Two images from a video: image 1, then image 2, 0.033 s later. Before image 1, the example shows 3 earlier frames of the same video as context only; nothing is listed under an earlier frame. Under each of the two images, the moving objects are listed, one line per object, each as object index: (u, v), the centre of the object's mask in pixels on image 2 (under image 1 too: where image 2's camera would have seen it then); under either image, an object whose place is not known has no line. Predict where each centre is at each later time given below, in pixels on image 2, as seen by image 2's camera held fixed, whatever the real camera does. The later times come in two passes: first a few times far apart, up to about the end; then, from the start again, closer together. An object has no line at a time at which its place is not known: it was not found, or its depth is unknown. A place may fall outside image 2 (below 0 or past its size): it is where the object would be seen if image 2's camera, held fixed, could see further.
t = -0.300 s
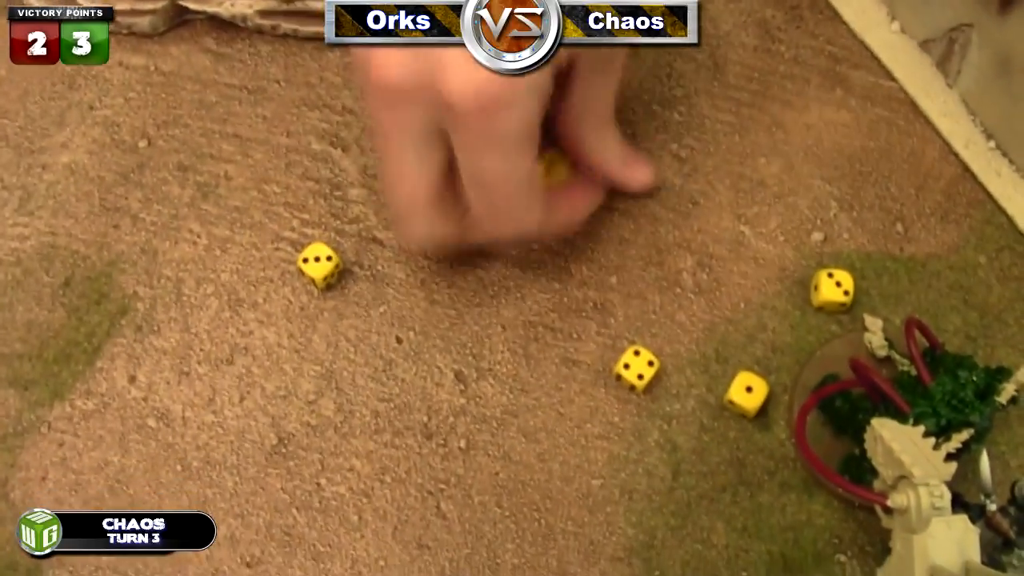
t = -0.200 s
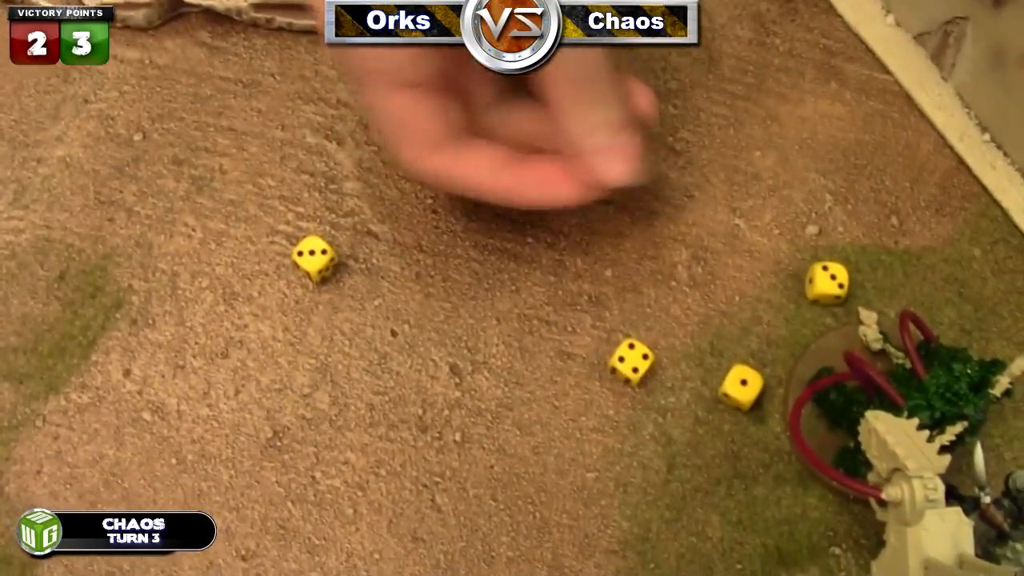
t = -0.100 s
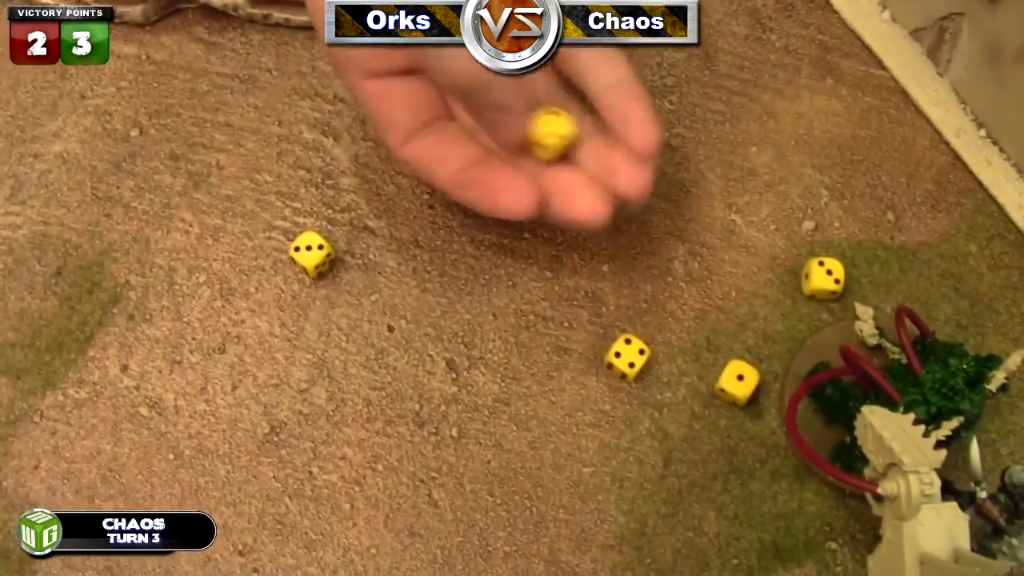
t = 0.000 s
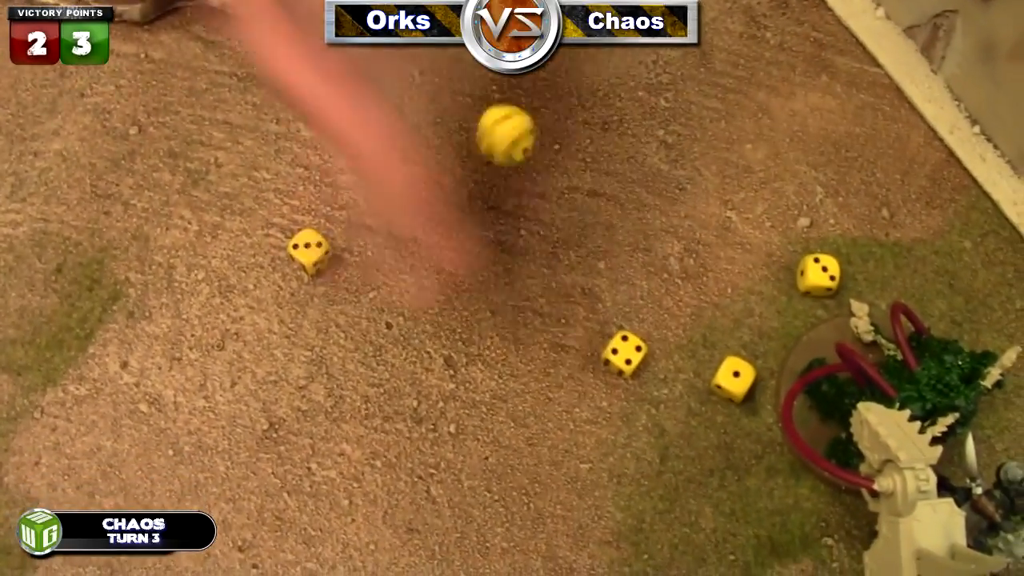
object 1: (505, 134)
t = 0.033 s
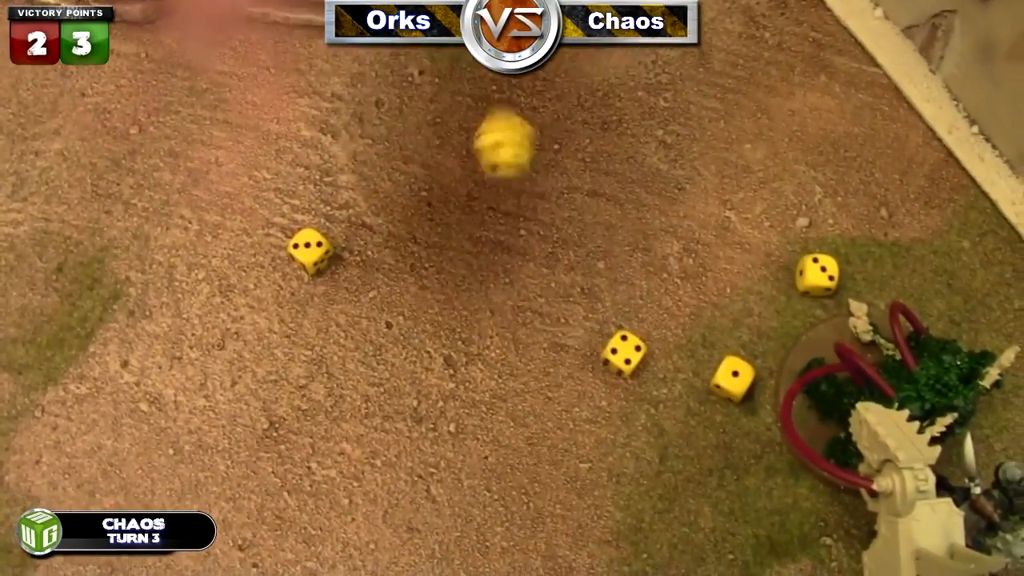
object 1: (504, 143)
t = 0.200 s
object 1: (500, 346)
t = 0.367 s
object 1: (509, 366)
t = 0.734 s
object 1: (516, 417)
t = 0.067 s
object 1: (503, 173)
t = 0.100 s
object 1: (501, 217)
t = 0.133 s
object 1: (498, 274)
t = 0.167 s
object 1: (499, 331)
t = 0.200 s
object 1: (500, 346)
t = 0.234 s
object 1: (502, 340)
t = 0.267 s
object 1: (506, 341)
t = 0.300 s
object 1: (507, 352)
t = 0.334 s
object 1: (509, 361)
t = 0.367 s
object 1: (509, 366)
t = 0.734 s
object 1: (516, 417)
